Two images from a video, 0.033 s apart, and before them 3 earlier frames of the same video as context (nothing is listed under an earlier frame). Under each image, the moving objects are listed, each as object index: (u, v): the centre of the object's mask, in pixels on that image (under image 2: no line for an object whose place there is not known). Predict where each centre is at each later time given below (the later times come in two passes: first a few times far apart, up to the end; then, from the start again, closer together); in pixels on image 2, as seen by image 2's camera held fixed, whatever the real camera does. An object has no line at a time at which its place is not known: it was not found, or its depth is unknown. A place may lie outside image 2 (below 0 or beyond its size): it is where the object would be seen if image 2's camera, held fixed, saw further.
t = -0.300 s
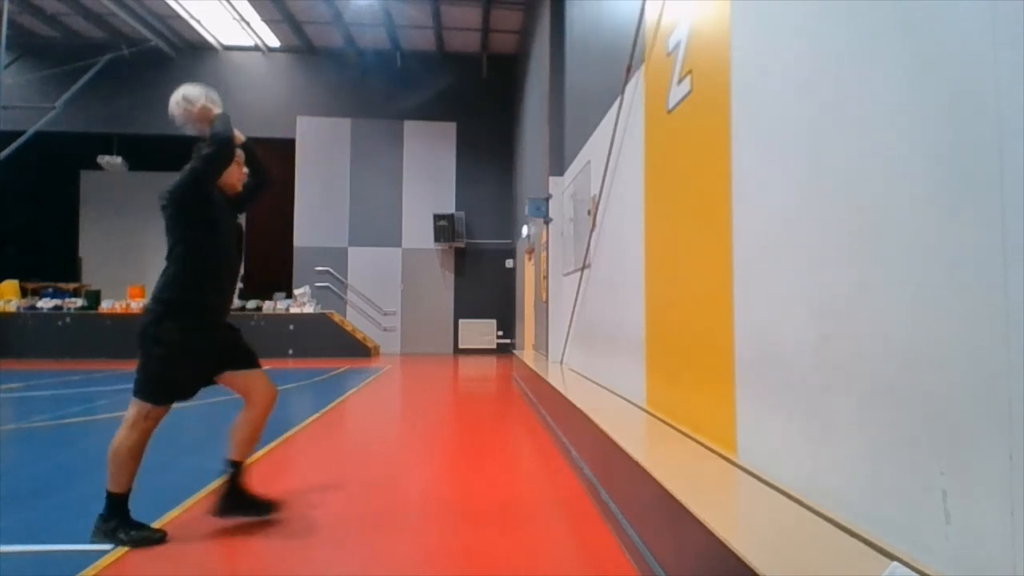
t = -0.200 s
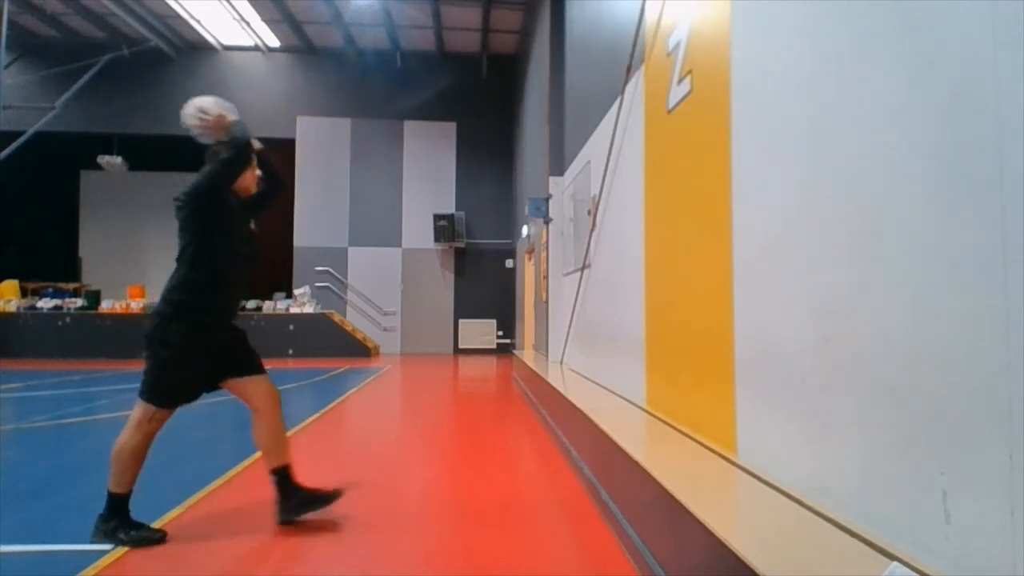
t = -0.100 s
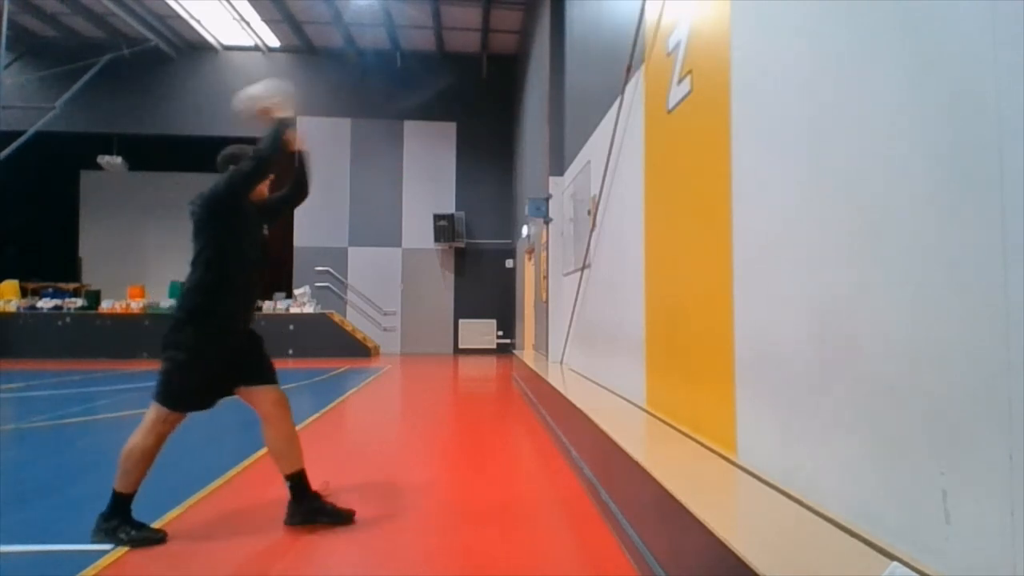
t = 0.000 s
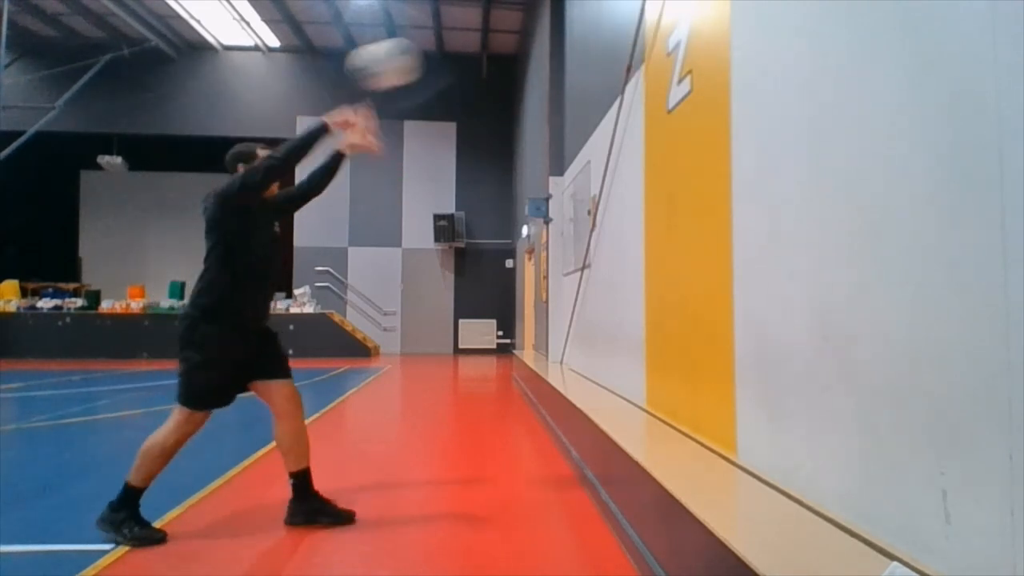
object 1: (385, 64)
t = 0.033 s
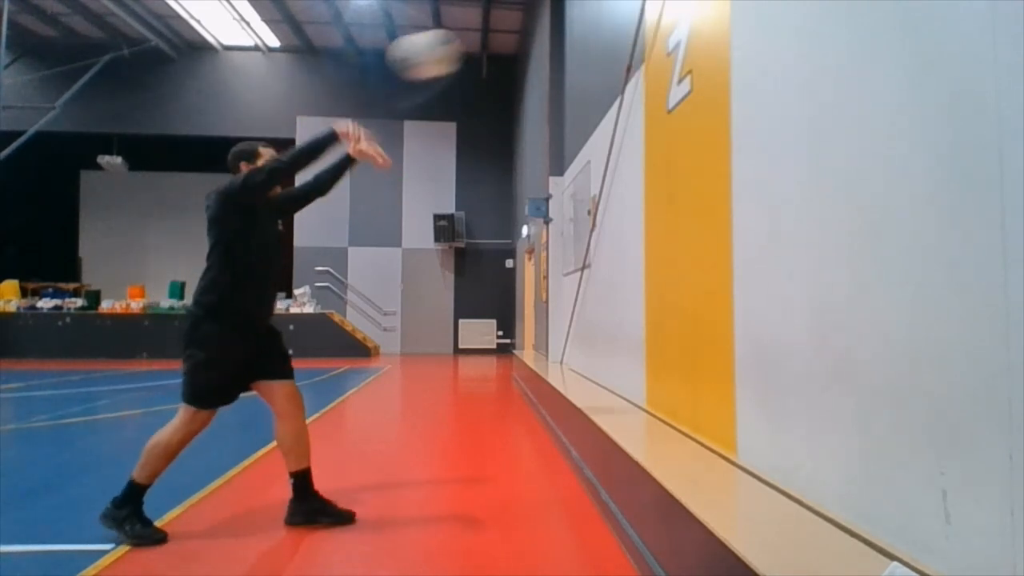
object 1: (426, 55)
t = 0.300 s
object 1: (605, 50)
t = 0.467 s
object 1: (464, 97)
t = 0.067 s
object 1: (465, 48)
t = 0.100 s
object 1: (503, 43)
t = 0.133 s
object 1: (537, 40)
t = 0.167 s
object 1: (575, 40)
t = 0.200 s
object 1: (615, 43)
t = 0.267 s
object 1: (632, 46)
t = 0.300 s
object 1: (605, 50)
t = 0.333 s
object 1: (574, 56)
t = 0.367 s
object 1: (546, 63)
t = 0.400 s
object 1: (520, 72)
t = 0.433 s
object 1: (492, 84)
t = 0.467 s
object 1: (464, 97)
